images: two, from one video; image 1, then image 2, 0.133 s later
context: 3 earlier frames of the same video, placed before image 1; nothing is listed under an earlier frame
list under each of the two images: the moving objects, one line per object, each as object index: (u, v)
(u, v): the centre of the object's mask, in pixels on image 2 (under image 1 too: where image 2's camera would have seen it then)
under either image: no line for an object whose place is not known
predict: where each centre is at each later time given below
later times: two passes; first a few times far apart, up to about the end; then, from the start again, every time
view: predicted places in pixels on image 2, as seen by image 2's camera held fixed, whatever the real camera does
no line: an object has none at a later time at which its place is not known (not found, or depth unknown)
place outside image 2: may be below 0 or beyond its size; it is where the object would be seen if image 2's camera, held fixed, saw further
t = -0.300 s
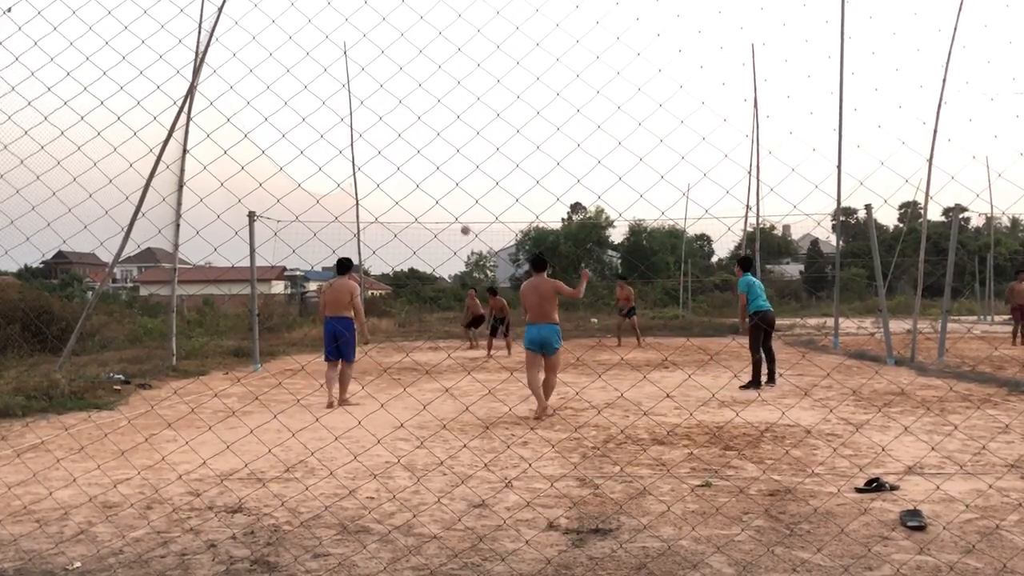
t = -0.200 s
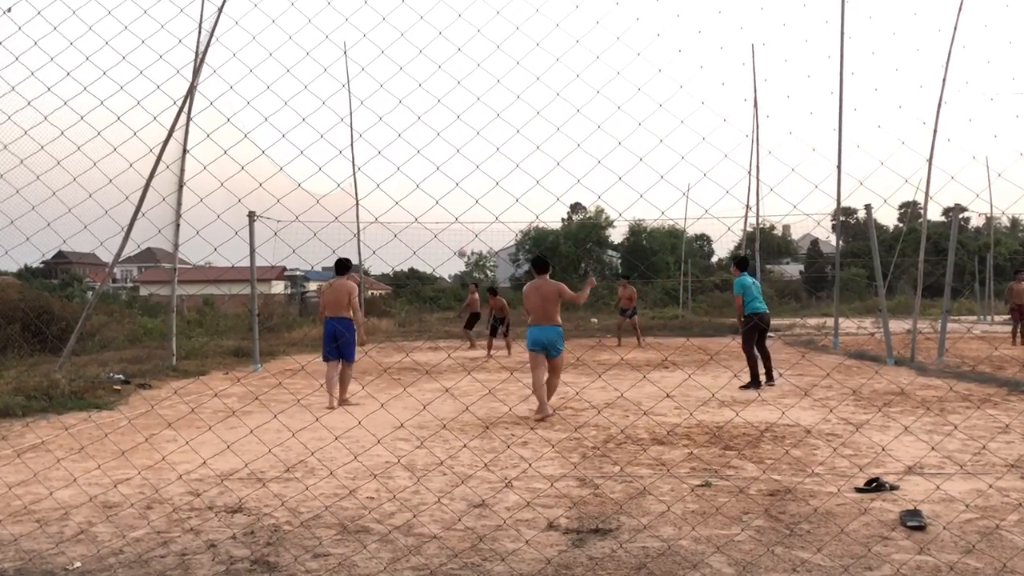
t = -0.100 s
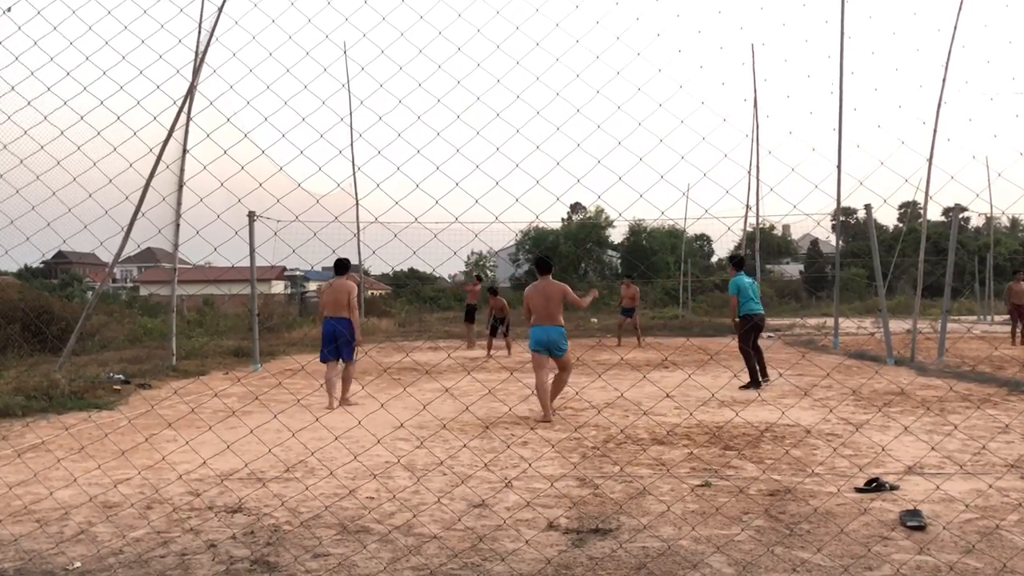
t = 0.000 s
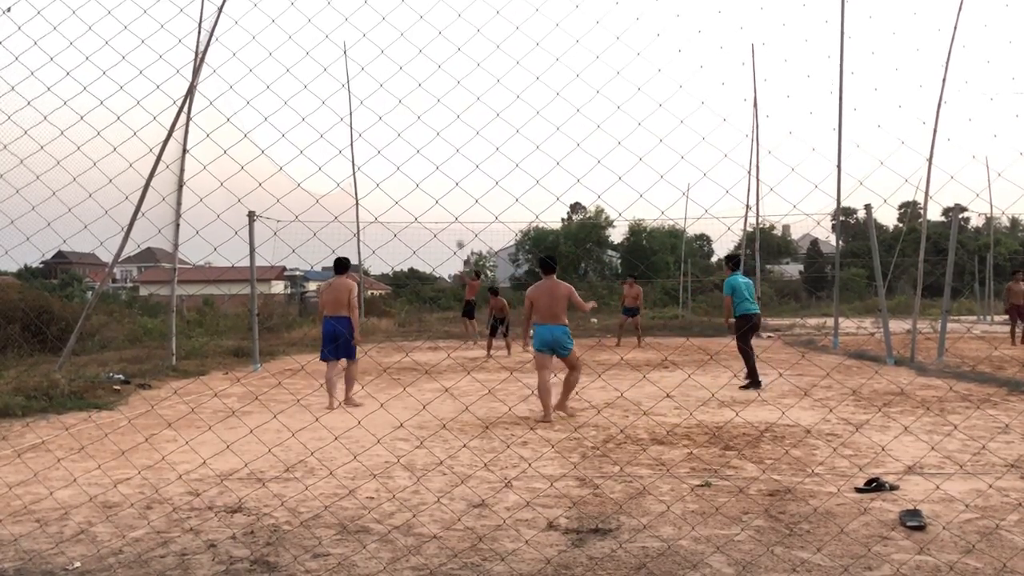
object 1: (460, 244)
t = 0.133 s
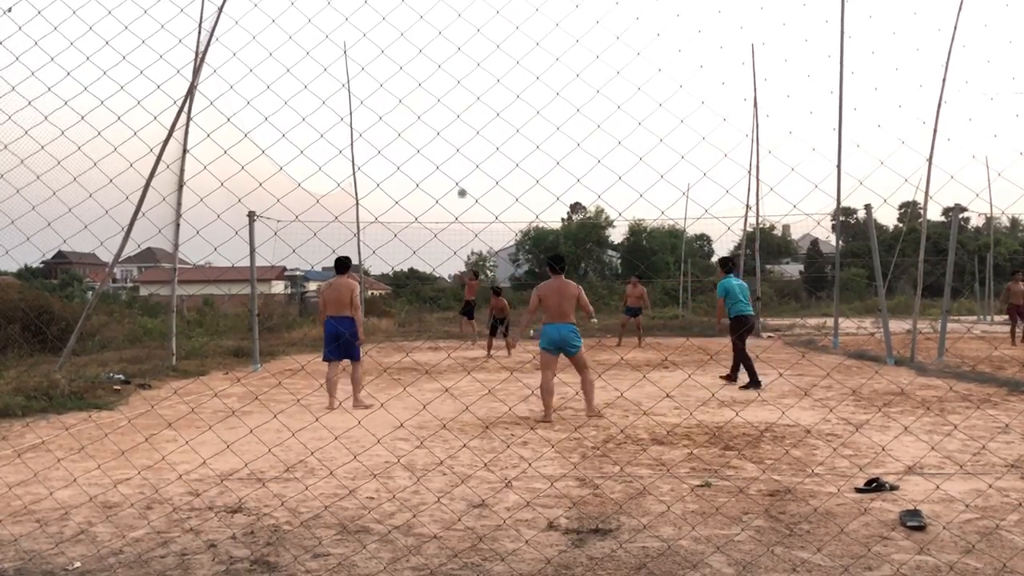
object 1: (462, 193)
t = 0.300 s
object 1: (463, 135)
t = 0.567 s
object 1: (465, 65)
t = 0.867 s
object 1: (467, 22)
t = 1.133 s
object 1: (470, 26)
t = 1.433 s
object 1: (472, 92)
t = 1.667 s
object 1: (475, 203)
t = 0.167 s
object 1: (462, 181)
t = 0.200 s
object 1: (463, 169)
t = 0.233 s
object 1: (463, 157)
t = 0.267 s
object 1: (463, 146)
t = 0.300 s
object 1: (463, 135)
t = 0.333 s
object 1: (464, 125)
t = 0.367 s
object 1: (463, 115)
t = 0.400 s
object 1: (464, 106)
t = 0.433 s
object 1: (464, 96)
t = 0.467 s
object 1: (464, 88)
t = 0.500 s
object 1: (464, 79)
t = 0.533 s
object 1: (465, 72)
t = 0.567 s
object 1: (465, 65)
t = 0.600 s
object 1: (465, 58)
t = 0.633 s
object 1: (465, 51)
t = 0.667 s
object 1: (466, 46)
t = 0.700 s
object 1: (466, 40)
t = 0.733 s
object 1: (466, 36)
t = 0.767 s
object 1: (466, 32)
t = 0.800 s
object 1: (467, 28)
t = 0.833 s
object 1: (467, 25)
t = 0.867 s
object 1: (467, 22)
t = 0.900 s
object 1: (467, 20)
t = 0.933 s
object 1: (468, 19)
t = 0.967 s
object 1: (468, 19)
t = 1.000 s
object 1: (468, 19)
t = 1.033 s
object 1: (469, 19)
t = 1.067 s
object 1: (469, 21)
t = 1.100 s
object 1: (469, 23)
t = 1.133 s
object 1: (470, 26)
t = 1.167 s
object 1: (470, 30)
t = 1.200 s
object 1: (470, 34)
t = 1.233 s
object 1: (470, 40)
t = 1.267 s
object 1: (470, 46)
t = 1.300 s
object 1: (471, 54)
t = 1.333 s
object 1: (471, 62)
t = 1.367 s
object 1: (471, 71)
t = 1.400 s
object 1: (472, 81)
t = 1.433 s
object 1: (472, 92)
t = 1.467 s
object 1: (473, 105)
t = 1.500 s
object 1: (473, 118)
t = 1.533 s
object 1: (473, 133)
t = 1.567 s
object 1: (474, 148)
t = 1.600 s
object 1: (474, 165)
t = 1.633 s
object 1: (475, 183)
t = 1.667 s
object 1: (475, 203)
